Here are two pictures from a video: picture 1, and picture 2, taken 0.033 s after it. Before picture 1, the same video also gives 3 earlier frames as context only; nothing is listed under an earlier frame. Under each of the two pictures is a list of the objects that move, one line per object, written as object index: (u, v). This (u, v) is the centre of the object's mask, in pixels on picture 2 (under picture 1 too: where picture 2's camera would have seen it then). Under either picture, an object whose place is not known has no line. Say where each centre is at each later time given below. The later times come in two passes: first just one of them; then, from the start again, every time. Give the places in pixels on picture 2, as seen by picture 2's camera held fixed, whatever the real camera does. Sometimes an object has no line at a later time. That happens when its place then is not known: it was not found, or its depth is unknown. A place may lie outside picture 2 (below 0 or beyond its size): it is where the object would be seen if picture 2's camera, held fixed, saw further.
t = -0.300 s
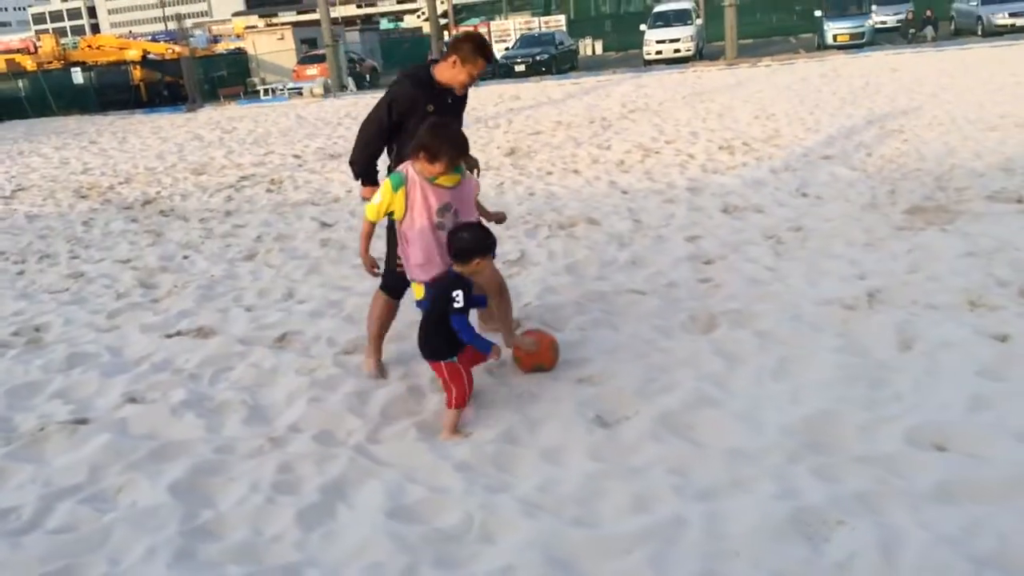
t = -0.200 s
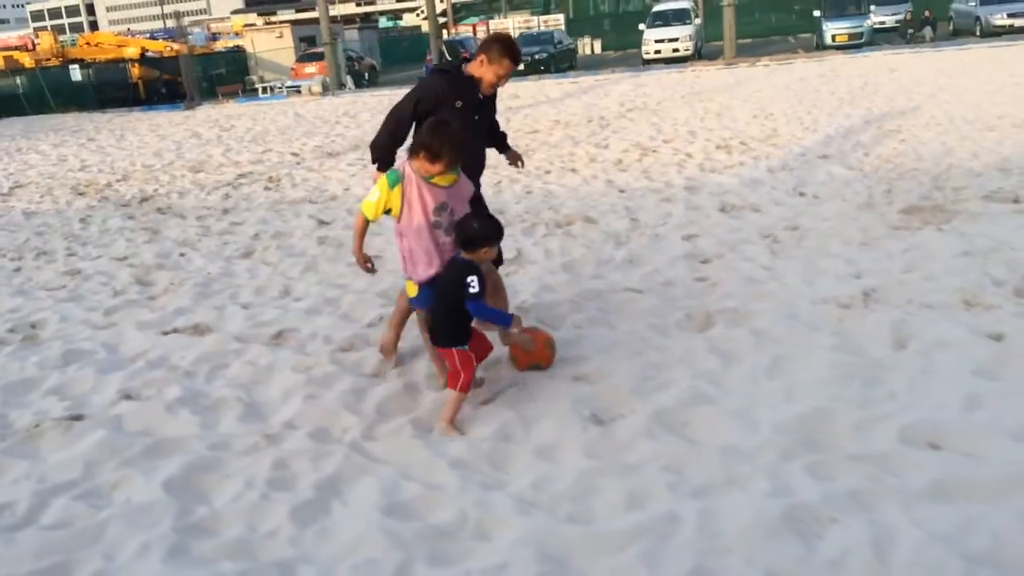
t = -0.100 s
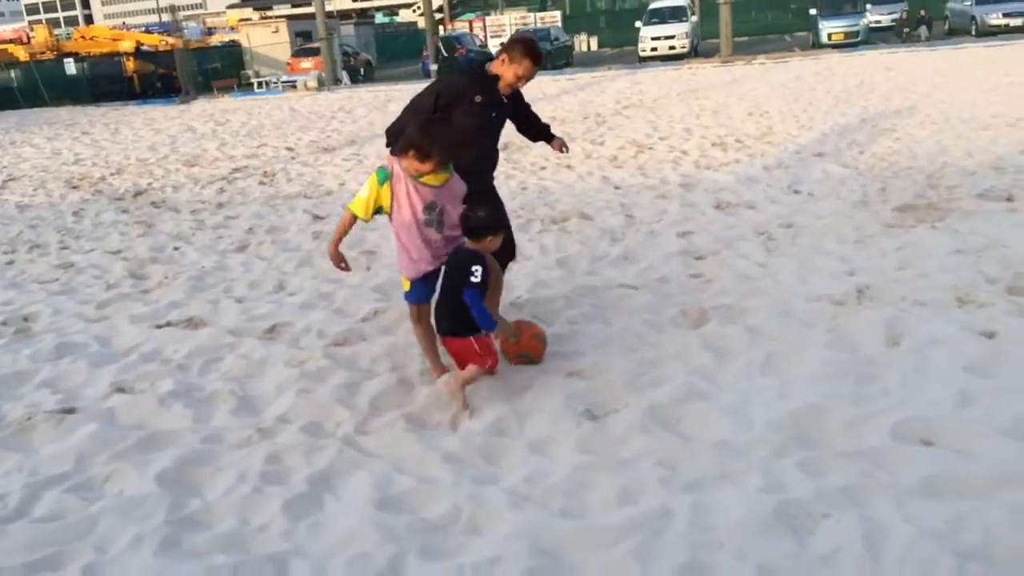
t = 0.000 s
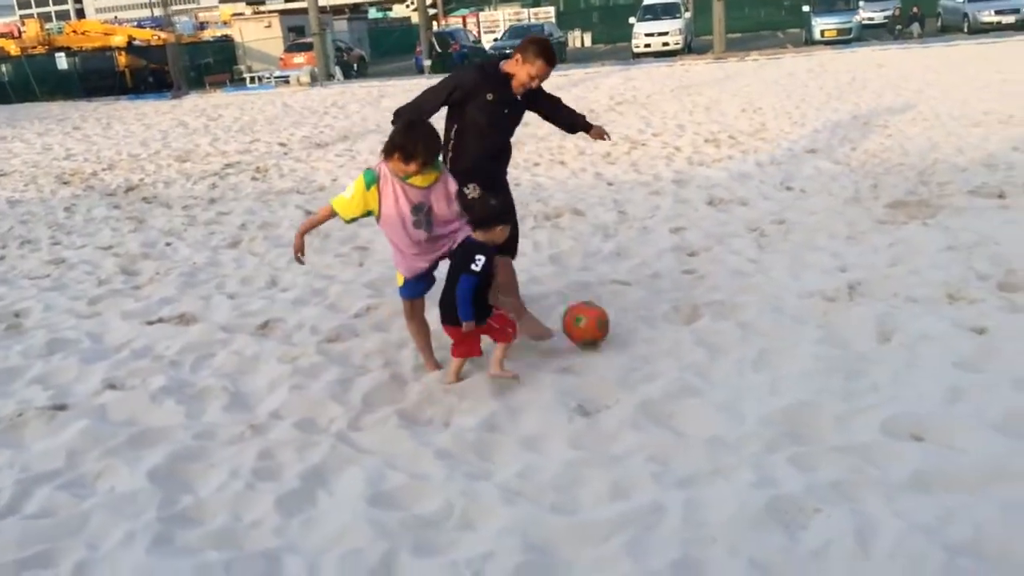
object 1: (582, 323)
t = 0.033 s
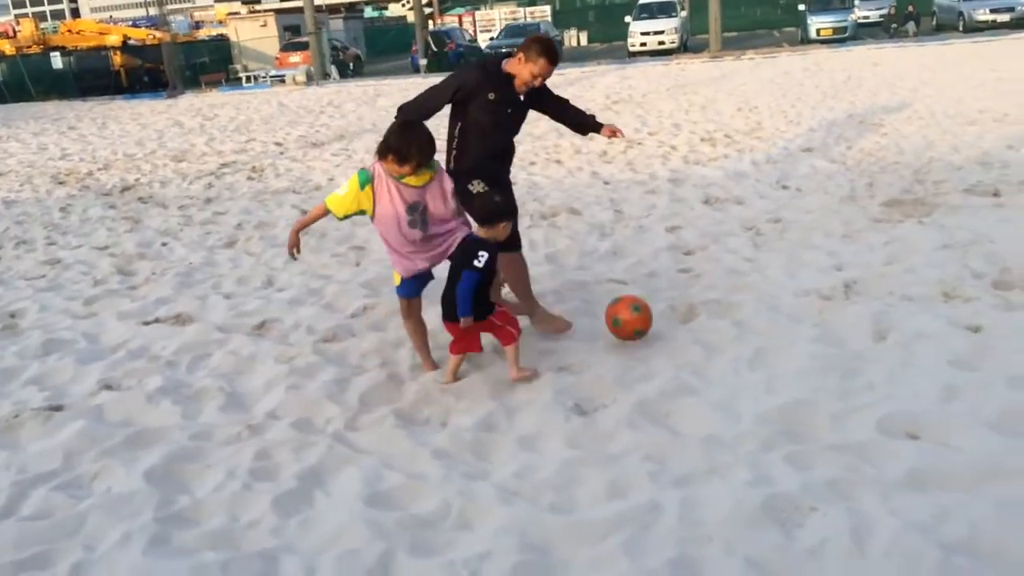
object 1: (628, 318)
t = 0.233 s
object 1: (897, 309)
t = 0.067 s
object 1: (676, 315)
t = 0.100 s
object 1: (724, 314)
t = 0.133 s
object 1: (773, 316)
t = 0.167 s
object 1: (822, 319)
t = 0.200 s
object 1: (867, 319)
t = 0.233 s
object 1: (897, 309)
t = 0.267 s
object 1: (926, 299)
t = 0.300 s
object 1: (957, 292)
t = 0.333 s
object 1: (987, 288)
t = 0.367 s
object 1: (1016, 286)
